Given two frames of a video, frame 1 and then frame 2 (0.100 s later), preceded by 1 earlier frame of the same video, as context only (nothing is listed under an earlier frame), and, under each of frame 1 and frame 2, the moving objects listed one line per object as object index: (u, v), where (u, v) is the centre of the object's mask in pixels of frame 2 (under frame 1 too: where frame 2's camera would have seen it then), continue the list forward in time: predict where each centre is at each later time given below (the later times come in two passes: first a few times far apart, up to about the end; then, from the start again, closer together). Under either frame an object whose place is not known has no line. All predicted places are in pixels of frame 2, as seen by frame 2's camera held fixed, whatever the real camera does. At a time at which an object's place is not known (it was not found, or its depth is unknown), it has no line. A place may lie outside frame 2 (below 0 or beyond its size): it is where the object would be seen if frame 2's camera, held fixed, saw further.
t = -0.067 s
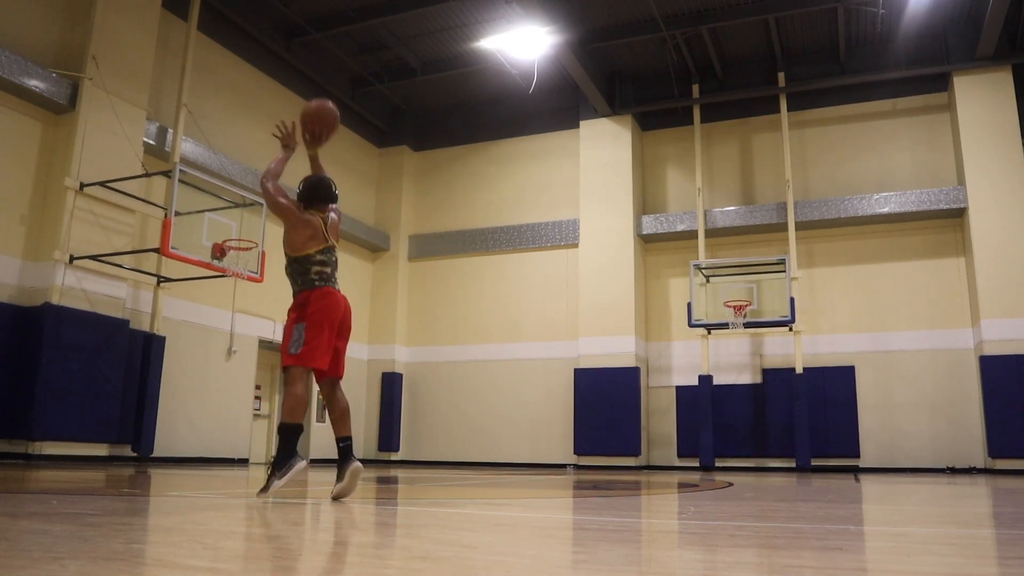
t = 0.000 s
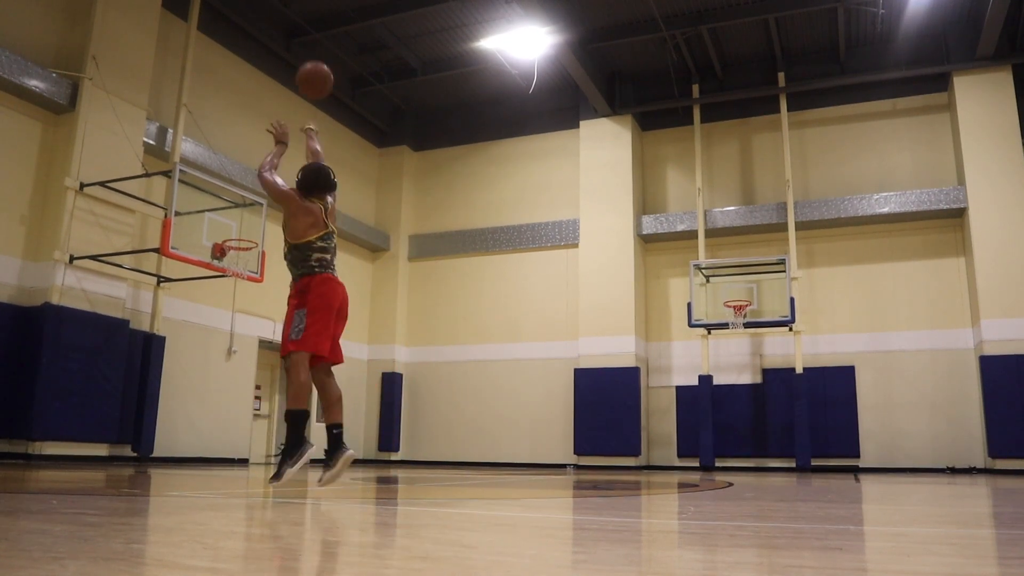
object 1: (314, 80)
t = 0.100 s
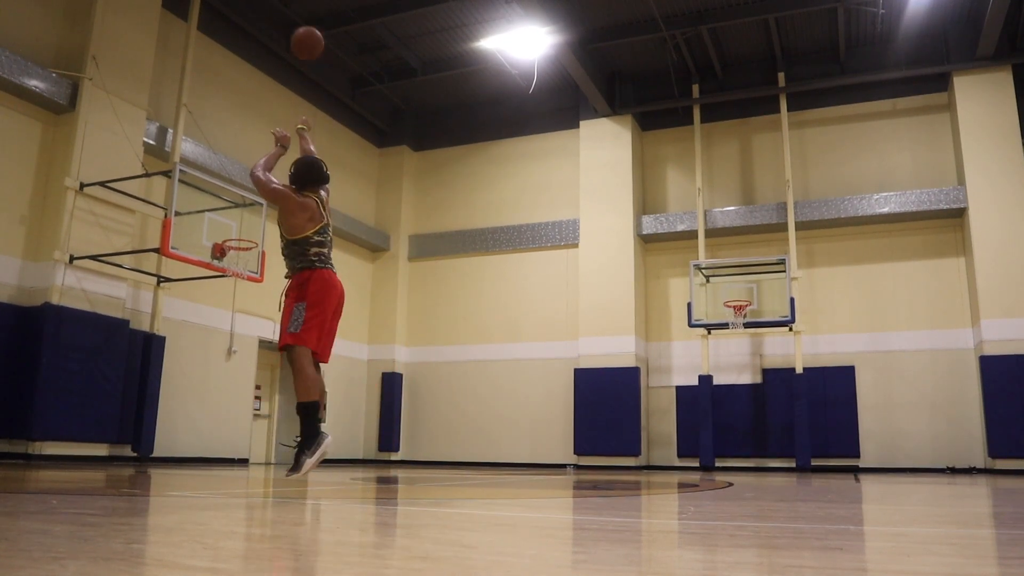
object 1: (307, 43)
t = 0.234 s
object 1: (298, 21)
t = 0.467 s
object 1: (283, 31)
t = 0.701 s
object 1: (269, 78)
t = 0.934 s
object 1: (255, 153)
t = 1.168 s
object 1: (239, 250)
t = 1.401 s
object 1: (227, 318)
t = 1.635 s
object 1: (212, 423)
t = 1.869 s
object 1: (213, 398)
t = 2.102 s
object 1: (219, 341)
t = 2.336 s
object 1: (221, 324)
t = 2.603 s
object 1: (220, 359)
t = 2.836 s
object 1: (214, 446)
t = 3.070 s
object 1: (218, 402)
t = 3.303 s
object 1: (221, 372)
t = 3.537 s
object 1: (221, 394)
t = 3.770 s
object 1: (217, 458)
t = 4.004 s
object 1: (224, 404)
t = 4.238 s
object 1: (228, 409)
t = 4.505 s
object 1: (229, 450)
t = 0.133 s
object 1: (305, 35)
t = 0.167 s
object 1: (303, 29)
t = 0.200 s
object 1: (300, 25)
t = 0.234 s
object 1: (298, 21)
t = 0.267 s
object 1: (296, 19)
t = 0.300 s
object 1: (294, 19)
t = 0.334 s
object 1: (291, 19)
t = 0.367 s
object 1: (289, 21)
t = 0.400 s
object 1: (287, 23)
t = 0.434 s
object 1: (285, 27)
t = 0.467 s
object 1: (283, 31)
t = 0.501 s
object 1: (281, 36)
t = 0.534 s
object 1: (279, 41)
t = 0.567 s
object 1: (277, 47)
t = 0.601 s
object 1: (275, 54)
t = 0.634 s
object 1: (273, 62)
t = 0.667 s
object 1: (272, 69)
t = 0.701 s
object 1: (269, 78)
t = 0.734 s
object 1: (267, 88)
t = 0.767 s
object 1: (265, 97)
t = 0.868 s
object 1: (259, 130)
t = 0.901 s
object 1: (257, 141)
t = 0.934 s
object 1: (255, 153)
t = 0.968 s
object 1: (253, 165)
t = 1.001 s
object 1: (251, 178)
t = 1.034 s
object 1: (248, 192)
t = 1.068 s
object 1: (246, 206)
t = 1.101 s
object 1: (244, 221)
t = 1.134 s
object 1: (242, 235)
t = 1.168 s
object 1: (239, 250)
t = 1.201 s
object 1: (238, 261)
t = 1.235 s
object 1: (236, 269)
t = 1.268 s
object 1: (234, 278)
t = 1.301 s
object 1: (233, 286)
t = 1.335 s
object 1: (231, 296)
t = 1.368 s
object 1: (229, 307)
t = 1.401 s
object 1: (227, 318)
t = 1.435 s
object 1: (225, 330)
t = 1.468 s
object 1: (223, 343)
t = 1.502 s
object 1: (221, 357)
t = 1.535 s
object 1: (219, 372)
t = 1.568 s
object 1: (217, 388)
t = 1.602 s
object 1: (215, 405)
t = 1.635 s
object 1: (212, 423)
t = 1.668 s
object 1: (210, 441)
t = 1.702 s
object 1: (208, 461)
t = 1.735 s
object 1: (209, 448)
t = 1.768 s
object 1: (210, 434)
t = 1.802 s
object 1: (211, 422)
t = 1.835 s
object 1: (212, 409)
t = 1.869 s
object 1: (213, 398)
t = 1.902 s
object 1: (214, 388)
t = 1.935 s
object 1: (215, 378)
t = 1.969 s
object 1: (216, 369)
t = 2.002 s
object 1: (217, 361)
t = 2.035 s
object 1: (218, 354)
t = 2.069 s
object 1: (219, 347)
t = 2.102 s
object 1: (219, 341)
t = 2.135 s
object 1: (220, 336)
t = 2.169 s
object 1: (220, 332)
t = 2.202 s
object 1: (220, 329)
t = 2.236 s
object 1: (221, 326)
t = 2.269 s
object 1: (221, 325)
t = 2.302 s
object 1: (221, 324)
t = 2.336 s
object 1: (221, 324)
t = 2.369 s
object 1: (221, 325)
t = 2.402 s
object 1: (222, 327)
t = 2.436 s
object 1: (221, 330)
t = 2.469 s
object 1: (221, 334)
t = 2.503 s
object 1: (221, 339)
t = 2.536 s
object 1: (221, 345)
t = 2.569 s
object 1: (220, 351)
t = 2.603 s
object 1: (220, 359)
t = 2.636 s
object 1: (219, 368)
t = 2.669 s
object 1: (219, 378)
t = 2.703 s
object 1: (218, 389)
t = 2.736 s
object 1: (217, 402)
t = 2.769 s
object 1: (216, 415)
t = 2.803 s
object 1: (215, 430)
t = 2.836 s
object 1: (214, 446)
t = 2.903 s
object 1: (214, 453)
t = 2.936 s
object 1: (215, 441)
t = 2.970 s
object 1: (216, 429)
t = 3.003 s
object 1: (216, 419)
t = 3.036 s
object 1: (217, 410)
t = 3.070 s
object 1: (218, 402)
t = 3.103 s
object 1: (219, 395)
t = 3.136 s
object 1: (219, 388)
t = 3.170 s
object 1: (220, 383)
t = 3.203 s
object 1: (220, 379)
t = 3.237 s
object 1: (221, 375)
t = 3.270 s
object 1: (221, 373)
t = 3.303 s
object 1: (221, 372)
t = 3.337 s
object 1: (222, 371)
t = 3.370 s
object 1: (222, 372)
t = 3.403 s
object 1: (222, 374)
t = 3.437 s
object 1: (222, 377)
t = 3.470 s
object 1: (221, 382)
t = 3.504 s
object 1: (221, 387)
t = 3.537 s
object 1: (221, 394)
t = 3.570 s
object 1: (220, 402)
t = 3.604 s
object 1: (219, 412)
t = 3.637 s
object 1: (219, 422)
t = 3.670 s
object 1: (218, 434)
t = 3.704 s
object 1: (217, 448)
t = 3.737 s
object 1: (216, 463)
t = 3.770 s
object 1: (217, 458)
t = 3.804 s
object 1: (218, 447)
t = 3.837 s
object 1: (219, 437)
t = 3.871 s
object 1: (221, 428)
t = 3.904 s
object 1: (221, 420)
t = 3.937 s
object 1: (222, 414)
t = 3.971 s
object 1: (223, 408)
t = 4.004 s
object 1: (224, 404)
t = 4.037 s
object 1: (225, 401)
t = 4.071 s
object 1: (226, 399)
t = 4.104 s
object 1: (226, 399)
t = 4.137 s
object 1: (227, 399)
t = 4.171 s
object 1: (227, 401)
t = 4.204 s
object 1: (227, 405)
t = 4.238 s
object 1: (228, 409)
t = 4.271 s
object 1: (228, 415)
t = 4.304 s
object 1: (228, 423)
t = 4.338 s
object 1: (227, 432)
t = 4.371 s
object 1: (227, 442)
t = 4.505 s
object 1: (229, 450)
